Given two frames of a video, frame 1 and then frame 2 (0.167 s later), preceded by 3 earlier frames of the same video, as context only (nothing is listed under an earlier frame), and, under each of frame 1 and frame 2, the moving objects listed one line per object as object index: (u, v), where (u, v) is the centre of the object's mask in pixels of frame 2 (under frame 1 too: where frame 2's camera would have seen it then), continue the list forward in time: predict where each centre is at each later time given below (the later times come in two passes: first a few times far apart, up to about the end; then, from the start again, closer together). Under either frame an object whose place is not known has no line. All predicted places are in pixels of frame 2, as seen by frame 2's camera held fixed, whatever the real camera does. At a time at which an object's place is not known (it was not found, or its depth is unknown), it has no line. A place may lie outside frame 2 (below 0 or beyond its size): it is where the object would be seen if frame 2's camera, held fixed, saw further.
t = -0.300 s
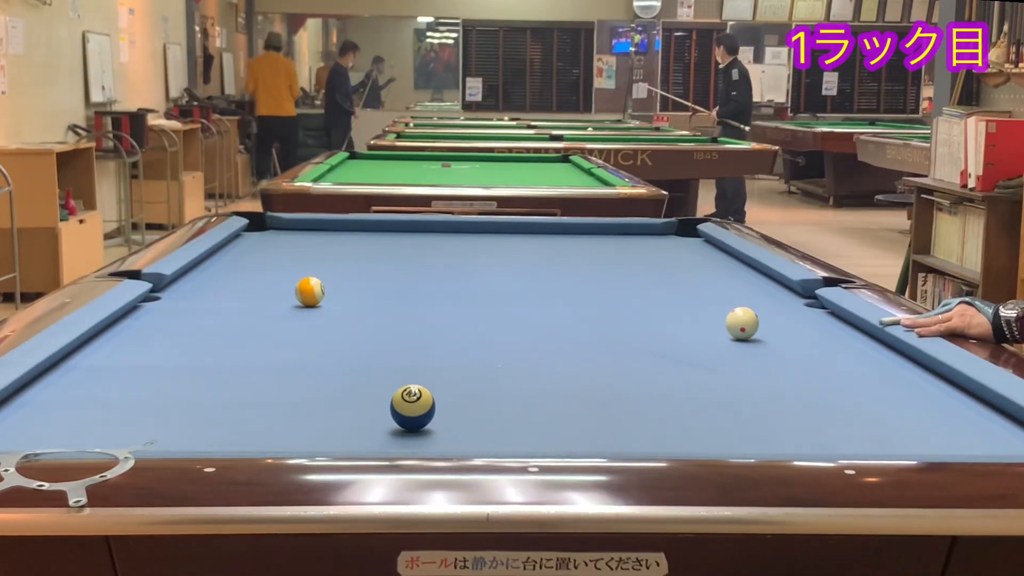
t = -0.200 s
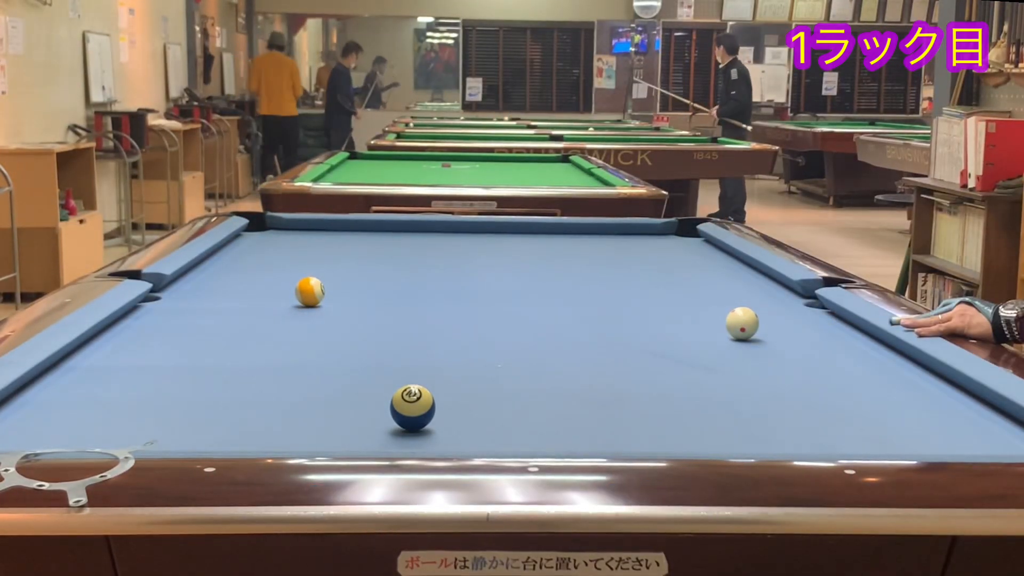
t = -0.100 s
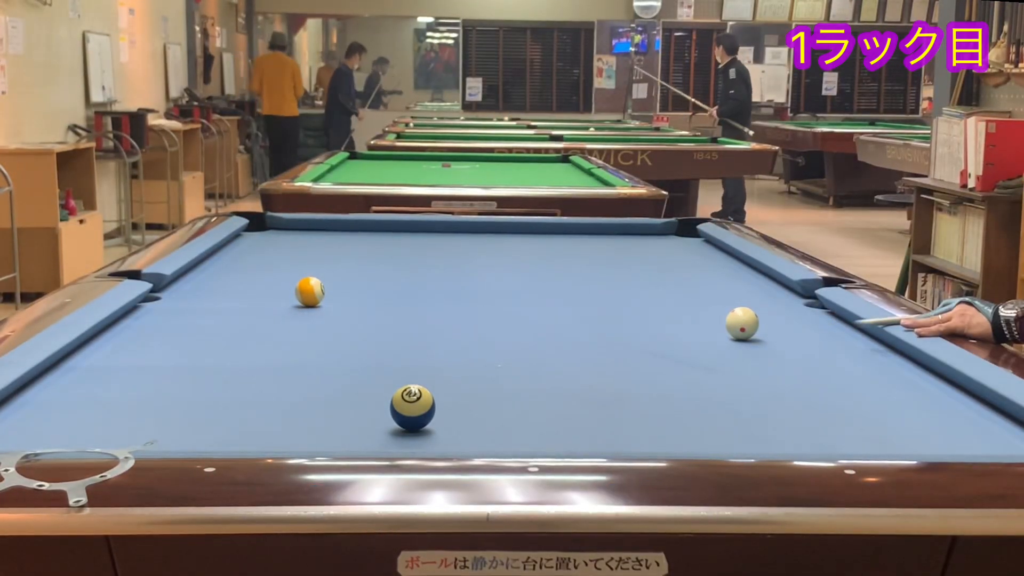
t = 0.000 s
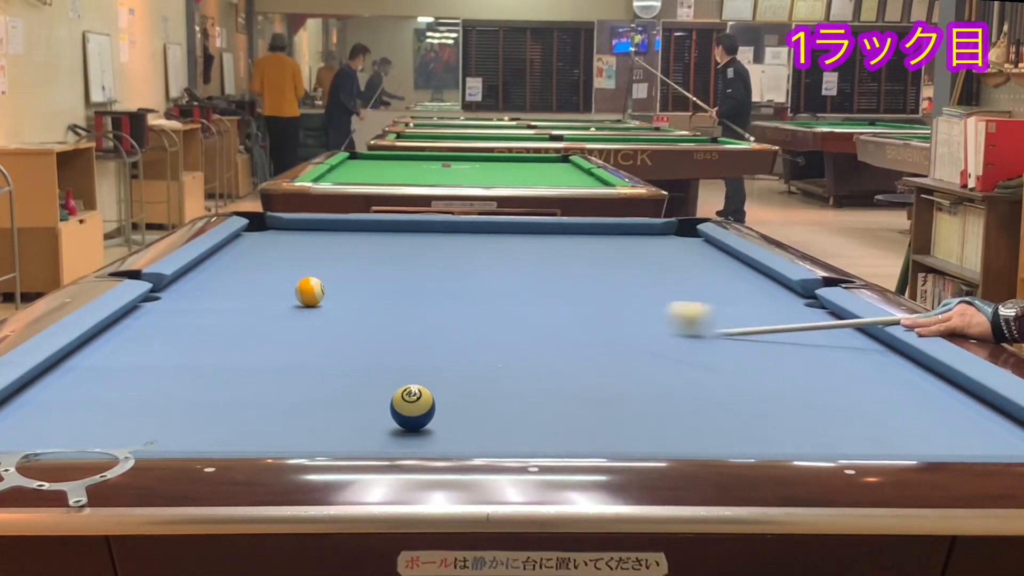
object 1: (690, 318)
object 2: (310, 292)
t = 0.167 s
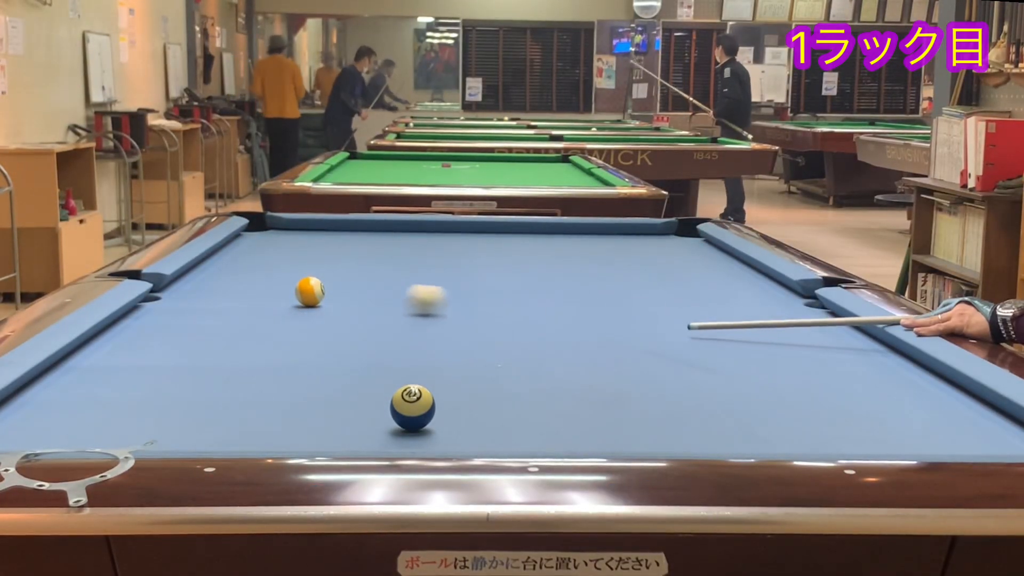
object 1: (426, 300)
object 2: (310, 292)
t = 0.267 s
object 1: (339, 293)
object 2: (270, 287)
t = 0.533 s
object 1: (385, 293)
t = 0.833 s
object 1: (441, 294)
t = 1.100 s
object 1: (488, 294)
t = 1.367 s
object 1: (532, 295)
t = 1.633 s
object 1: (573, 296)
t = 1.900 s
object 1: (612, 296)
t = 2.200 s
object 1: (652, 297)
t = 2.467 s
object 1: (685, 297)
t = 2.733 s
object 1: (715, 298)
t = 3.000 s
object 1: (742, 298)
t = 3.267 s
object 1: (767, 299)
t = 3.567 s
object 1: (792, 299)
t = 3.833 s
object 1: (803, 299)
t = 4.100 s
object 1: (794, 299)
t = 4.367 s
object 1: (789, 299)
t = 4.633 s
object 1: (786, 299)
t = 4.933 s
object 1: (786, 299)
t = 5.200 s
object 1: (786, 299)
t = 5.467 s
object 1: (786, 299)
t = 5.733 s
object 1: (786, 299)
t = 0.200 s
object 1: (380, 297)
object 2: (310, 291)
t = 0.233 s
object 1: (340, 294)
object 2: (308, 291)
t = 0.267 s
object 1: (339, 293)
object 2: (270, 287)
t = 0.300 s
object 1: (342, 293)
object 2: (231, 285)
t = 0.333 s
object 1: (347, 293)
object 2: (193, 283)
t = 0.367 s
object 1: (352, 293)
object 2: (157, 279)
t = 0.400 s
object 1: (358, 293)
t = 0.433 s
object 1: (365, 293)
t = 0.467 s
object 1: (371, 293)
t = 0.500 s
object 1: (378, 293)
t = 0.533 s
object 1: (385, 293)
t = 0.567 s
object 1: (391, 293)
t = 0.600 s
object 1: (397, 293)
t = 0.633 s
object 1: (404, 293)
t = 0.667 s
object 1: (410, 293)
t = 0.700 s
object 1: (416, 294)
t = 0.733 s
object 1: (422, 294)
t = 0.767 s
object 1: (429, 294)
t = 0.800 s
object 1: (435, 294)
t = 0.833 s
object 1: (441, 294)
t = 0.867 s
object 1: (447, 294)
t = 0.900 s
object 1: (453, 294)
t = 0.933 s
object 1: (459, 294)
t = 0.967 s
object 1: (465, 294)
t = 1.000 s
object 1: (471, 295)
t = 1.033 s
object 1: (476, 294)
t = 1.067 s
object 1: (482, 294)
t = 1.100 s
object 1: (488, 294)
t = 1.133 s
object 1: (493, 295)
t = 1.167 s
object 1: (499, 294)
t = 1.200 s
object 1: (505, 295)
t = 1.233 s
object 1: (510, 295)
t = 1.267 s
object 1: (516, 295)
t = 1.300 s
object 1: (521, 295)
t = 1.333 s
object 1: (526, 295)
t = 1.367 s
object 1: (532, 295)
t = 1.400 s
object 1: (537, 295)
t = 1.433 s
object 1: (543, 295)
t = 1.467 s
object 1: (548, 295)
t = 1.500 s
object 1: (553, 295)
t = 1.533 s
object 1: (558, 295)
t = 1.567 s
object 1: (563, 295)
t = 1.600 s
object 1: (568, 295)
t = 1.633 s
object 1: (573, 296)
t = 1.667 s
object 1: (578, 295)
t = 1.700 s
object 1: (583, 296)
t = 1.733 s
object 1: (588, 296)
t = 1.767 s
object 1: (593, 296)
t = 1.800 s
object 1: (598, 296)
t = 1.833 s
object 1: (602, 296)
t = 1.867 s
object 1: (607, 296)
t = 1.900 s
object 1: (612, 296)
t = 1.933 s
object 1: (616, 296)
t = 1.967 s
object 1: (621, 296)
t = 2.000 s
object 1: (625, 296)
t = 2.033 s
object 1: (630, 296)
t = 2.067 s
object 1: (634, 296)
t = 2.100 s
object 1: (639, 297)
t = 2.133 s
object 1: (643, 297)
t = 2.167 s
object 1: (648, 297)
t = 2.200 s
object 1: (652, 297)
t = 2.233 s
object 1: (656, 297)
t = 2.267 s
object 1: (660, 297)
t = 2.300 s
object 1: (664, 297)
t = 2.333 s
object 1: (669, 297)
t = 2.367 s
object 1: (673, 297)
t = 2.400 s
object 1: (677, 297)
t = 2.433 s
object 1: (681, 297)
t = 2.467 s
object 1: (685, 297)
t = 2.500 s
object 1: (689, 297)
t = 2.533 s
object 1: (693, 297)
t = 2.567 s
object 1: (696, 297)
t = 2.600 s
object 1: (700, 297)
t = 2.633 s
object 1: (704, 297)
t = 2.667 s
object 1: (707, 298)
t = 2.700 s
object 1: (711, 298)
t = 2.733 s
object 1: (715, 298)
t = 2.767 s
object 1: (719, 298)
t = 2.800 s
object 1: (722, 298)
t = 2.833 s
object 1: (725, 298)
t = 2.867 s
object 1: (729, 298)
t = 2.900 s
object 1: (732, 298)
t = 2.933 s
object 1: (736, 298)
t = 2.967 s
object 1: (739, 298)
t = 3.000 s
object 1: (742, 298)
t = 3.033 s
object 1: (746, 298)
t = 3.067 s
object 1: (749, 298)
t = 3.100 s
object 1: (752, 298)
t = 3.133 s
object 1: (755, 298)
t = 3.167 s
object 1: (758, 298)
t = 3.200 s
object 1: (762, 298)
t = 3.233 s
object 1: (764, 298)
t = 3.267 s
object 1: (767, 299)
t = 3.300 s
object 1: (770, 298)
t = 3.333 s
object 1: (773, 298)
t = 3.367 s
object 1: (776, 298)
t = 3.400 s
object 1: (779, 299)
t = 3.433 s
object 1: (781, 299)
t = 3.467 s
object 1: (784, 299)
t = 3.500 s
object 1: (787, 299)
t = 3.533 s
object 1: (789, 299)
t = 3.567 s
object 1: (792, 299)
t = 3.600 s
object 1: (794, 299)
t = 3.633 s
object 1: (797, 299)
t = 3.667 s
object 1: (799, 299)
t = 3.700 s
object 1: (802, 299)
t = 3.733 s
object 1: (804, 299)
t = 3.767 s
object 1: (805, 299)
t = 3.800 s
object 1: (804, 299)
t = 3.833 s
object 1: (803, 299)
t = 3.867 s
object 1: (802, 299)
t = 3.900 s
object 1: (800, 299)
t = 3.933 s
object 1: (799, 299)
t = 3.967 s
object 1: (799, 299)
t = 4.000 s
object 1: (798, 299)
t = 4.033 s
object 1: (796, 299)
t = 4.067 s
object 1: (795, 299)
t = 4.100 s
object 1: (794, 299)
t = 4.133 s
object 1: (793, 299)
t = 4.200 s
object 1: (792, 299)
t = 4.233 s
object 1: (791, 299)
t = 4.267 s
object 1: (791, 299)
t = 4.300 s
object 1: (790, 299)
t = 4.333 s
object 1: (790, 299)
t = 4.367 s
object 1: (789, 299)
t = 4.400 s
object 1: (788, 299)
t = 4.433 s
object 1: (788, 299)
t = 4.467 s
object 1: (788, 299)
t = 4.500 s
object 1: (787, 299)
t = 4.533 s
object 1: (787, 299)
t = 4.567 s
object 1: (787, 299)
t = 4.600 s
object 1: (787, 299)
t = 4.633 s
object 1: (786, 299)
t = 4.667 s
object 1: (786, 299)
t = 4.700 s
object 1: (786, 299)
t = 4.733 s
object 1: (786, 299)
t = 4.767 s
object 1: (786, 299)
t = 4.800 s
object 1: (786, 299)
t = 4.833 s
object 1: (786, 299)
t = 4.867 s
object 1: (786, 299)
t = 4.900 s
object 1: (786, 299)
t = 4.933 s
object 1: (786, 299)
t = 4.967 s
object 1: (786, 299)
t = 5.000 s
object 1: (786, 299)
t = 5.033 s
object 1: (786, 299)
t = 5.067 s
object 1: (786, 299)
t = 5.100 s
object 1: (786, 299)
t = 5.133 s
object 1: (786, 299)
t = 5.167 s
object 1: (786, 299)
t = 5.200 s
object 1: (786, 299)
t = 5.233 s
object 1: (786, 299)
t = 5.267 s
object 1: (786, 299)
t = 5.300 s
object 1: (786, 299)
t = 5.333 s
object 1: (786, 299)
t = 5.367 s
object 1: (786, 299)
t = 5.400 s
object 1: (786, 299)
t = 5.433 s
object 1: (786, 299)
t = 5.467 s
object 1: (786, 299)
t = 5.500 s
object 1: (786, 299)
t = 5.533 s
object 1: (786, 299)
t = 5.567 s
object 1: (786, 299)
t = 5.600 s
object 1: (786, 299)
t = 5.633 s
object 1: (786, 299)
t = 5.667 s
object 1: (786, 299)
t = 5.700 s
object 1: (786, 299)
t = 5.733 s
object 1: (786, 299)
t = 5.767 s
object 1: (786, 299)
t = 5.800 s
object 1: (786, 299)
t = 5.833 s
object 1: (786, 299)
